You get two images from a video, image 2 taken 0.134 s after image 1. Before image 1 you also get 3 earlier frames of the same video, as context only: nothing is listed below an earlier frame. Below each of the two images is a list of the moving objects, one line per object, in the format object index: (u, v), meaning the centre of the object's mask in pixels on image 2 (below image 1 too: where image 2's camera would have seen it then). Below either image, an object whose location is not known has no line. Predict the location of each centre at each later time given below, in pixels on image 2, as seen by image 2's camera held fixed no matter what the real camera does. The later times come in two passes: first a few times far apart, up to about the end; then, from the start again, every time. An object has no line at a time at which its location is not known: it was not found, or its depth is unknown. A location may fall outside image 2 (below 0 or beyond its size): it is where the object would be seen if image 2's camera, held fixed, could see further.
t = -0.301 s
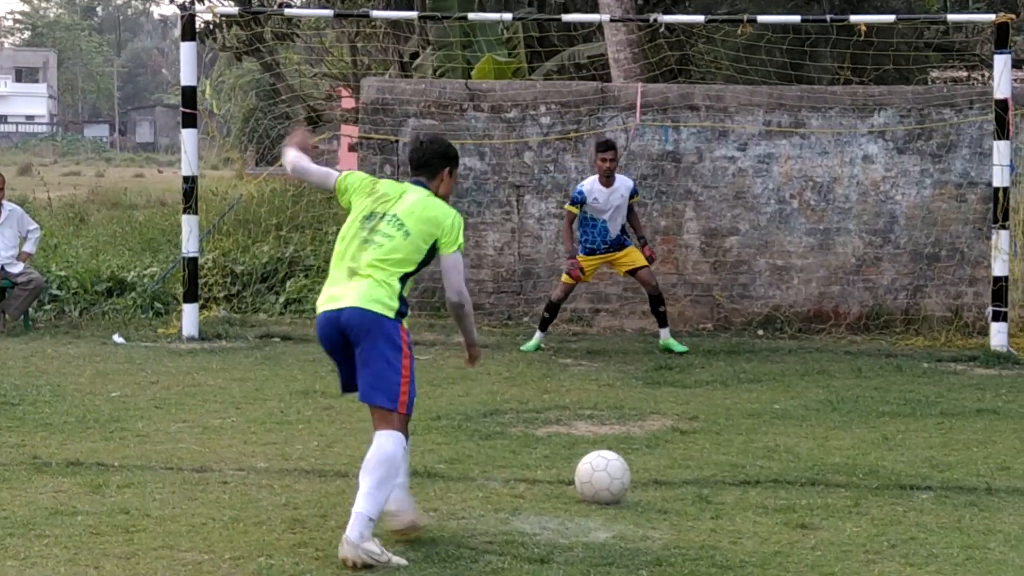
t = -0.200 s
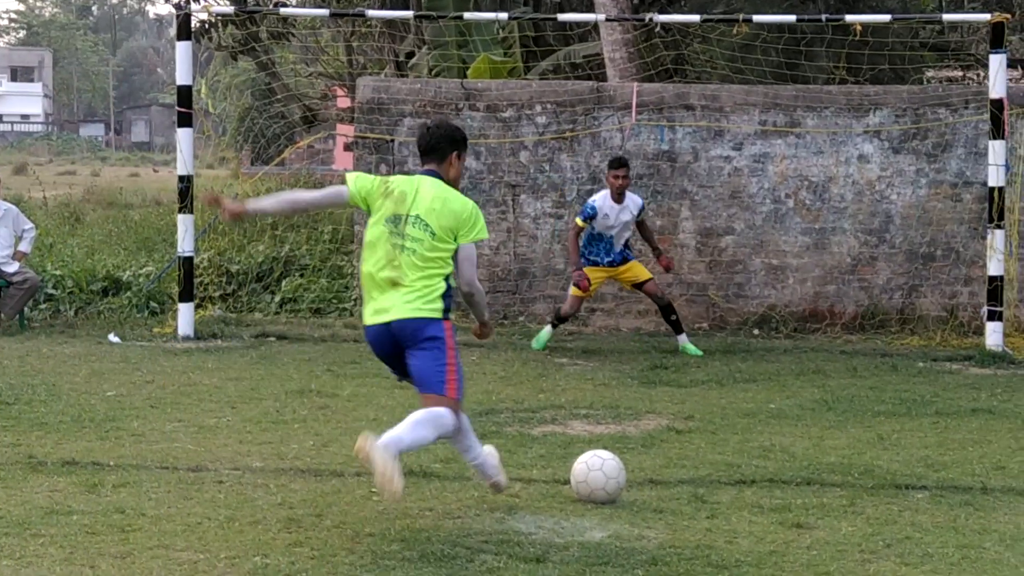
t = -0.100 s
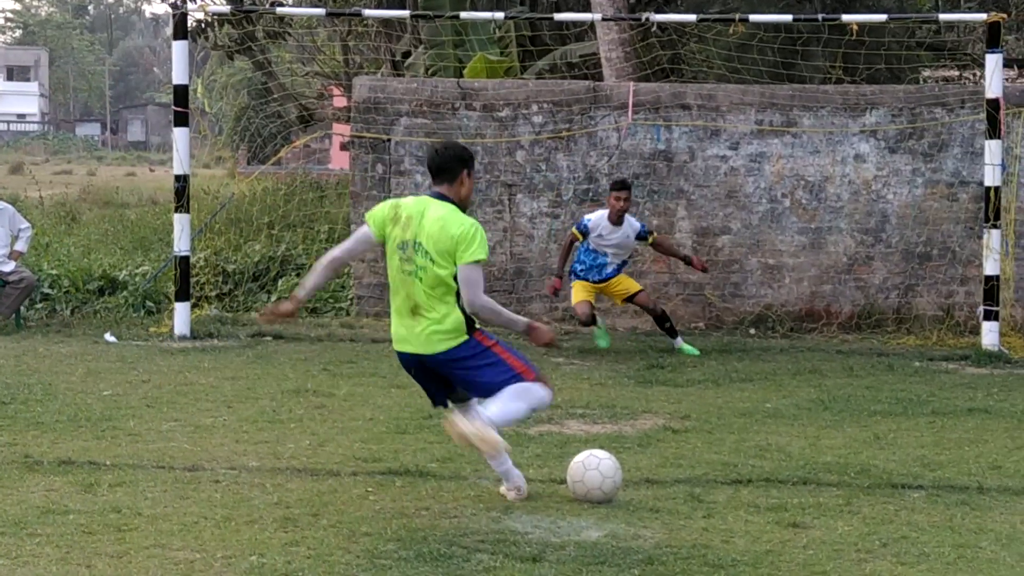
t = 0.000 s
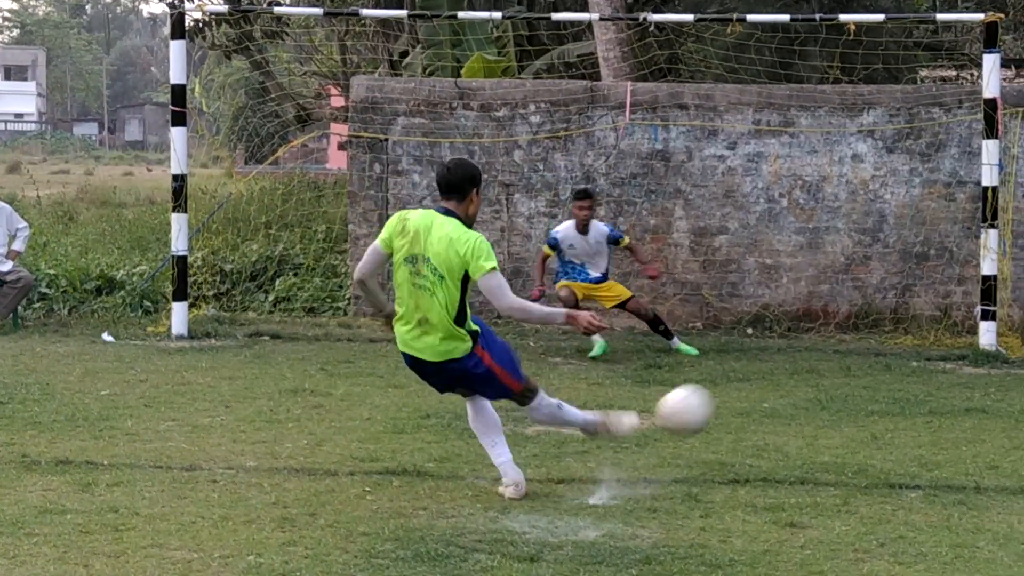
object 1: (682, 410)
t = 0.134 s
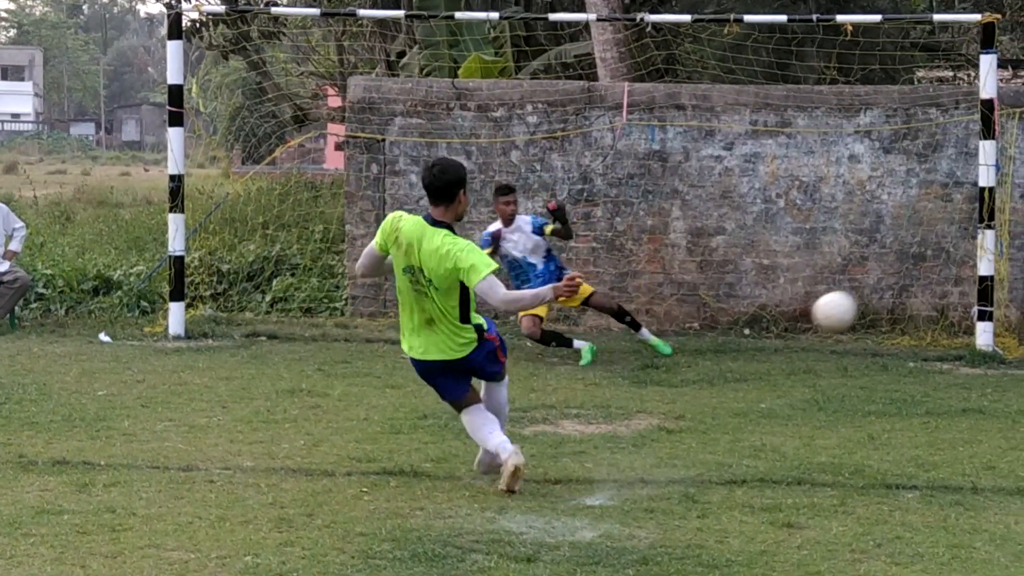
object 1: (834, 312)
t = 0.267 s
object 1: (916, 277)
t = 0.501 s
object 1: (1026, 302)
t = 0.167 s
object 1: (861, 298)
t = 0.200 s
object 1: (882, 289)
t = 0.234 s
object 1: (901, 282)
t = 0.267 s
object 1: (916, 277)
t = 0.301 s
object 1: (931, 275)
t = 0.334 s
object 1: (944, 275)
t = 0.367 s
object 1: (955, 277)
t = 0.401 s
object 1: (964, 279)
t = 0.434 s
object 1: (999, 285)
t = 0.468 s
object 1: (1013, 295)
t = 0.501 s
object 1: (1026, 302)
